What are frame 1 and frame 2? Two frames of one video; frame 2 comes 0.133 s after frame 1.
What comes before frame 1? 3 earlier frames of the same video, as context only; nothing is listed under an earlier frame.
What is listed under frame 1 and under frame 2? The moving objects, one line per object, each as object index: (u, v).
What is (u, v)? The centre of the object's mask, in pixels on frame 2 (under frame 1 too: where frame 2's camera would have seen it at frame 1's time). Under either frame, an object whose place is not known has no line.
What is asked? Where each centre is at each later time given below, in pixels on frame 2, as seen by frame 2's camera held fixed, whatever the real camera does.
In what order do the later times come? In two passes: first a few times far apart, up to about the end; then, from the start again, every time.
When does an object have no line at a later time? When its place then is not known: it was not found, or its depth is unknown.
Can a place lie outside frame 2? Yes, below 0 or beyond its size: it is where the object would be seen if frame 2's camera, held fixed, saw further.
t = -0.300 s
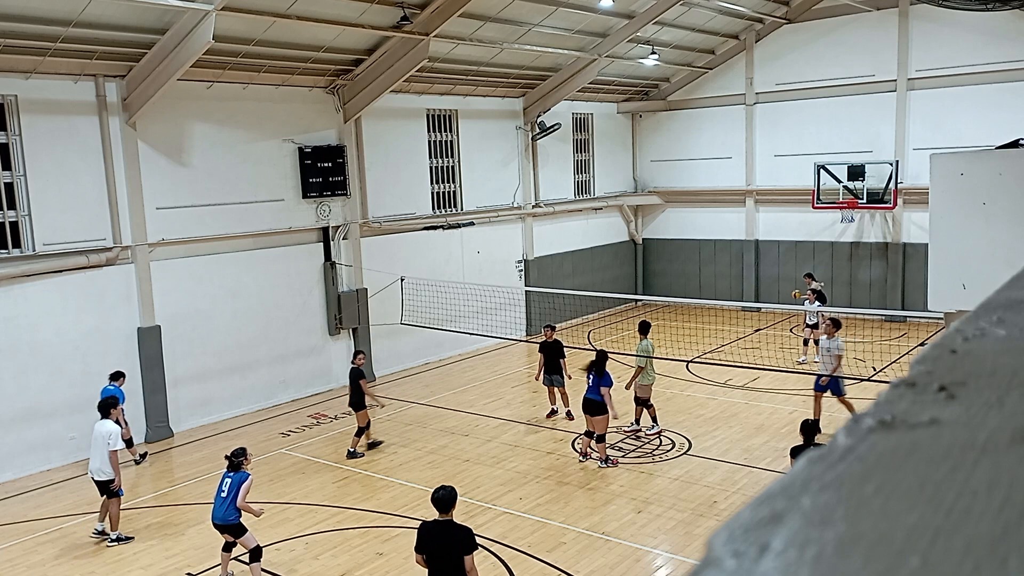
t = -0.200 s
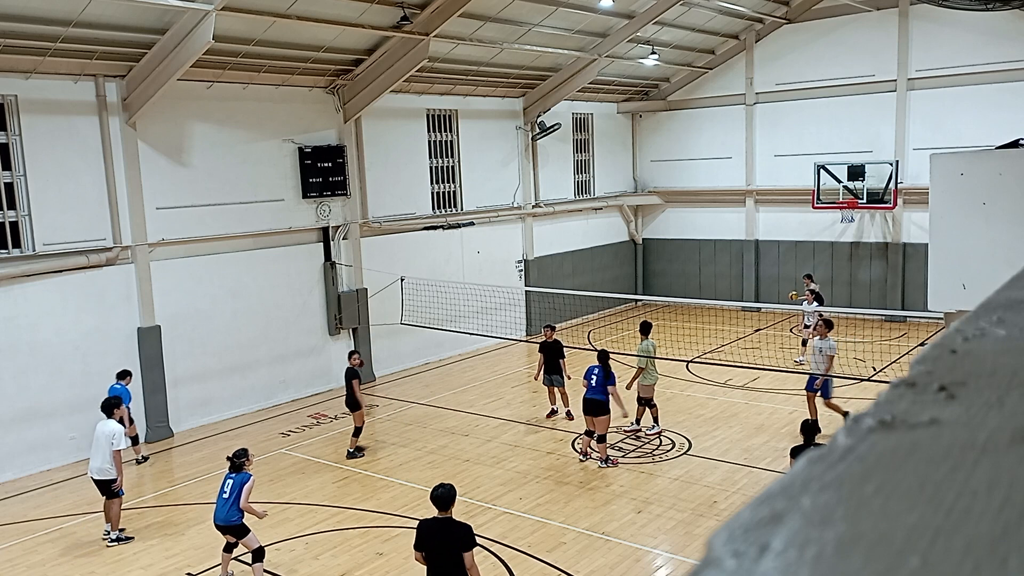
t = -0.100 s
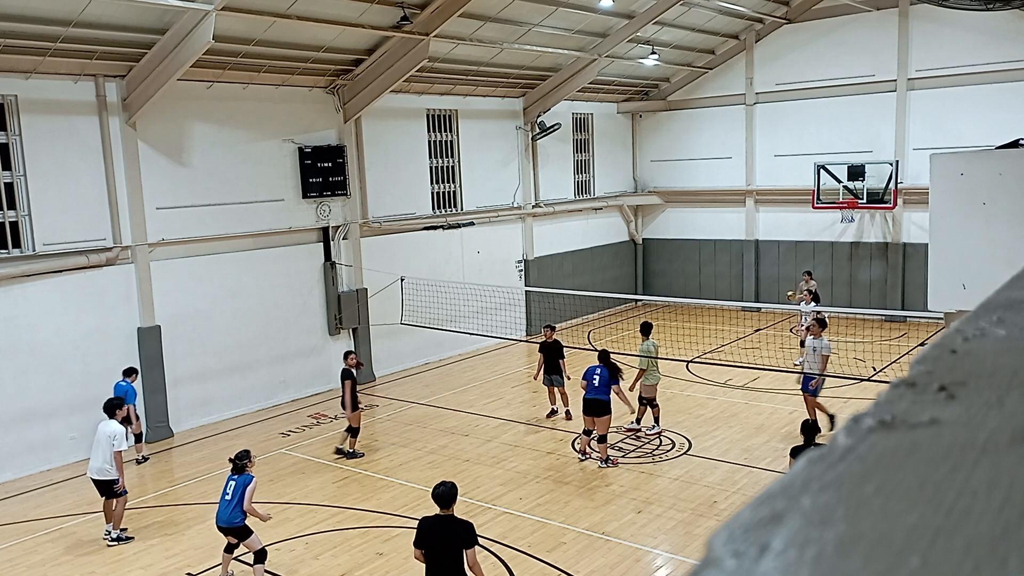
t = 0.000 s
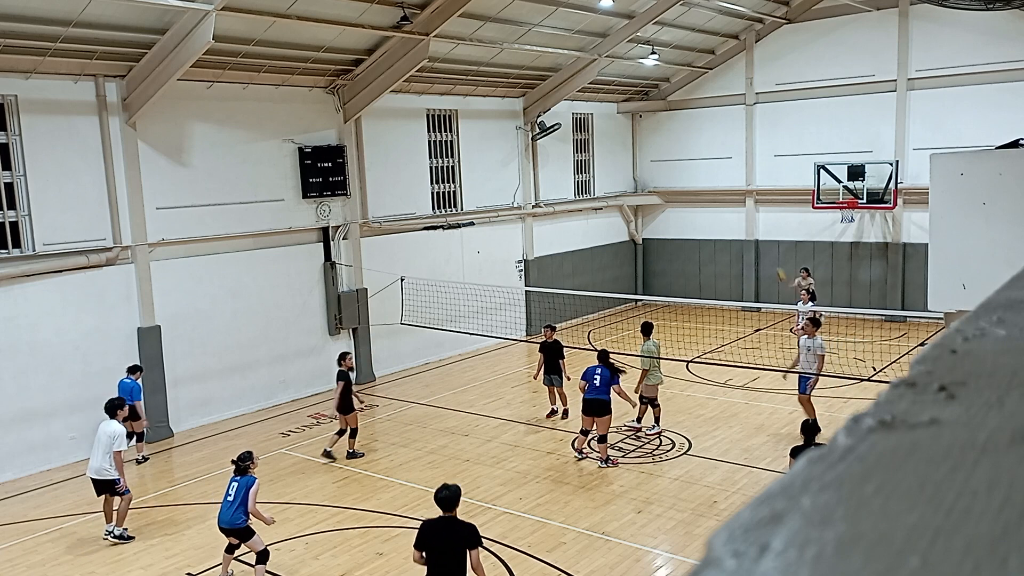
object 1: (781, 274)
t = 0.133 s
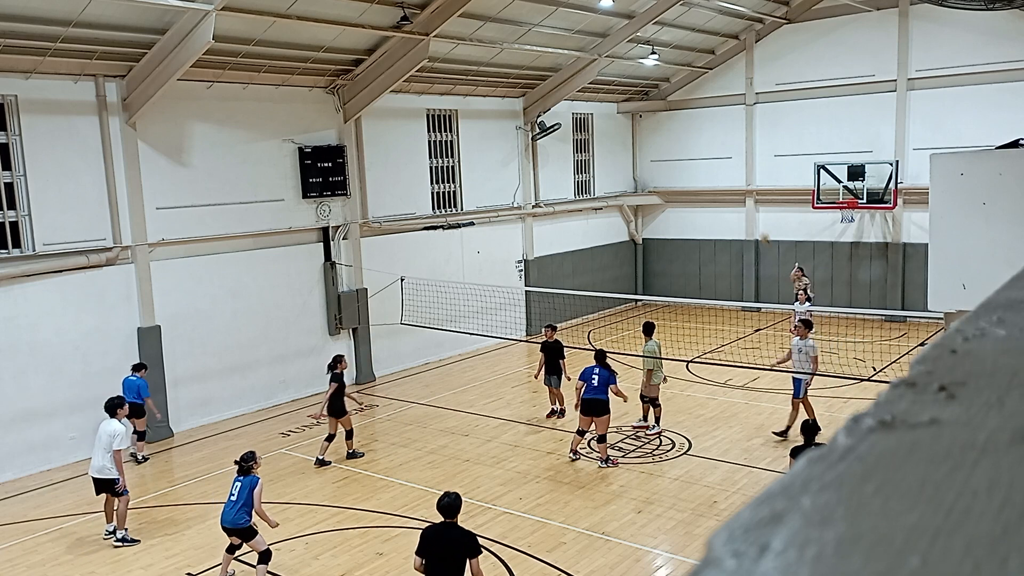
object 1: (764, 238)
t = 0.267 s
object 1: (746, 204)
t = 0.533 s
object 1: (706, 160)
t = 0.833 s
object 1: (654, 145)
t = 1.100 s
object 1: (600, 179)
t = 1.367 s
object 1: (536, 269)
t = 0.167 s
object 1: (760, 229)
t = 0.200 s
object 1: (756, 221)
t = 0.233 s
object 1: (750, 208)
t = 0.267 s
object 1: (746, 204)
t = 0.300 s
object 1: (742, 198)
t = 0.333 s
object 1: (738, 192)
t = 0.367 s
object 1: (732, 185)
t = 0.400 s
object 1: (727, 179)
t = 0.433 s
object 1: (722, 174)
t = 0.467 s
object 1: (717, 168)
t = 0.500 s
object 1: (712, 164)
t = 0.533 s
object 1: (706, 160)
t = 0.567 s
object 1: (701, 156)
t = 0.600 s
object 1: (695, 153)
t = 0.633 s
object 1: (690, 150)
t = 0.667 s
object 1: (684, 148)
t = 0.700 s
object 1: (678, 146)
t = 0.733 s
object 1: (673, 145)
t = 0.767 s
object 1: (666, 145)
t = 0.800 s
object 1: (661, 145)
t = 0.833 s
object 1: (654, 145)
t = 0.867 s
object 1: (648, 147)
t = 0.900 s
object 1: (642, 149)
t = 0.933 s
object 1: (635, 151)
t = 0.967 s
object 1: (628, 156)
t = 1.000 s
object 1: (621, 160)
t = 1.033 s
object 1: (614, 166)
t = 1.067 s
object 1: (607, 172)
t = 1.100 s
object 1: (600, 179)
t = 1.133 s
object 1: (593, 189)
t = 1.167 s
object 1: (584, 197)
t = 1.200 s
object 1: (576, 206)
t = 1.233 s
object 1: (570, 216)
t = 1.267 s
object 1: (561, 228)
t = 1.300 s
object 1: (554, 239)
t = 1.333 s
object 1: (544, 255)
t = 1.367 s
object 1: (536, 269)
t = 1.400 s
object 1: (528, 281)
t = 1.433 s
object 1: (519, 301)
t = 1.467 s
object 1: (509, 319)
